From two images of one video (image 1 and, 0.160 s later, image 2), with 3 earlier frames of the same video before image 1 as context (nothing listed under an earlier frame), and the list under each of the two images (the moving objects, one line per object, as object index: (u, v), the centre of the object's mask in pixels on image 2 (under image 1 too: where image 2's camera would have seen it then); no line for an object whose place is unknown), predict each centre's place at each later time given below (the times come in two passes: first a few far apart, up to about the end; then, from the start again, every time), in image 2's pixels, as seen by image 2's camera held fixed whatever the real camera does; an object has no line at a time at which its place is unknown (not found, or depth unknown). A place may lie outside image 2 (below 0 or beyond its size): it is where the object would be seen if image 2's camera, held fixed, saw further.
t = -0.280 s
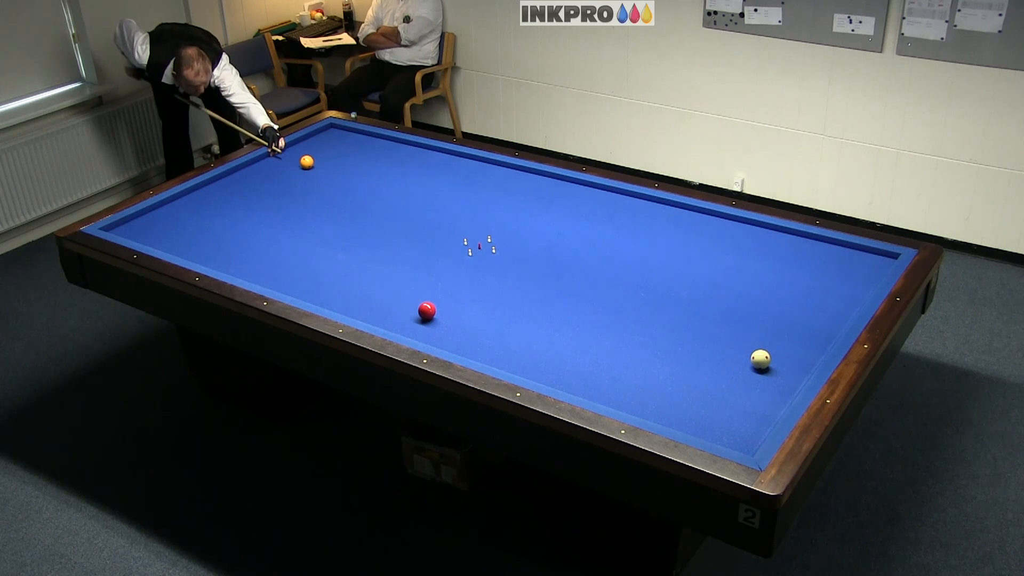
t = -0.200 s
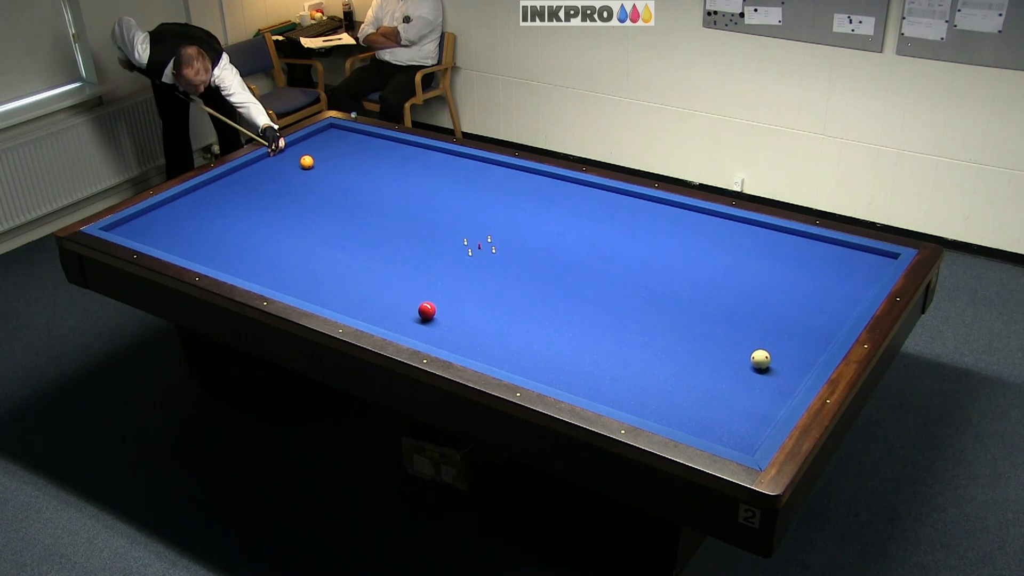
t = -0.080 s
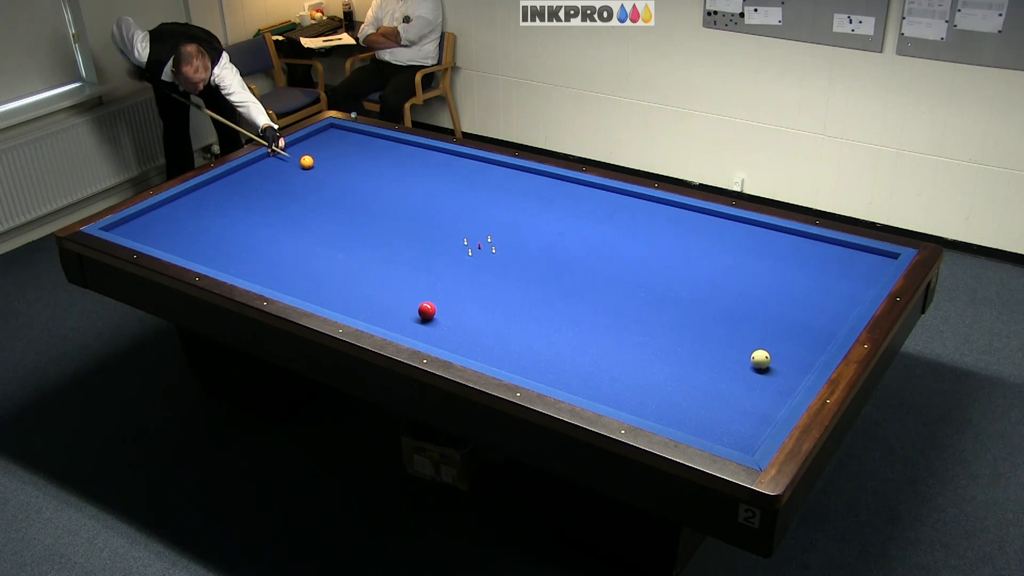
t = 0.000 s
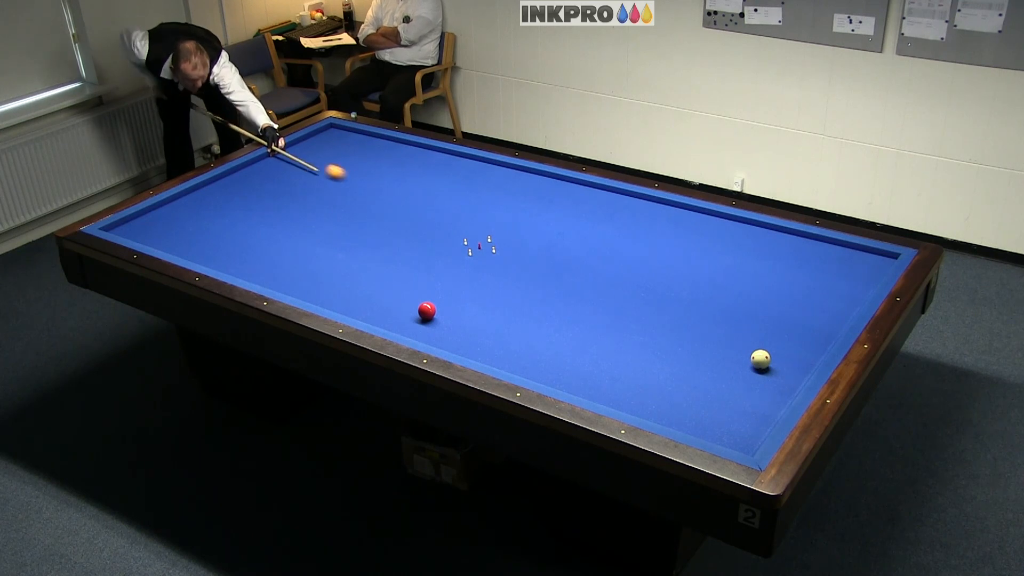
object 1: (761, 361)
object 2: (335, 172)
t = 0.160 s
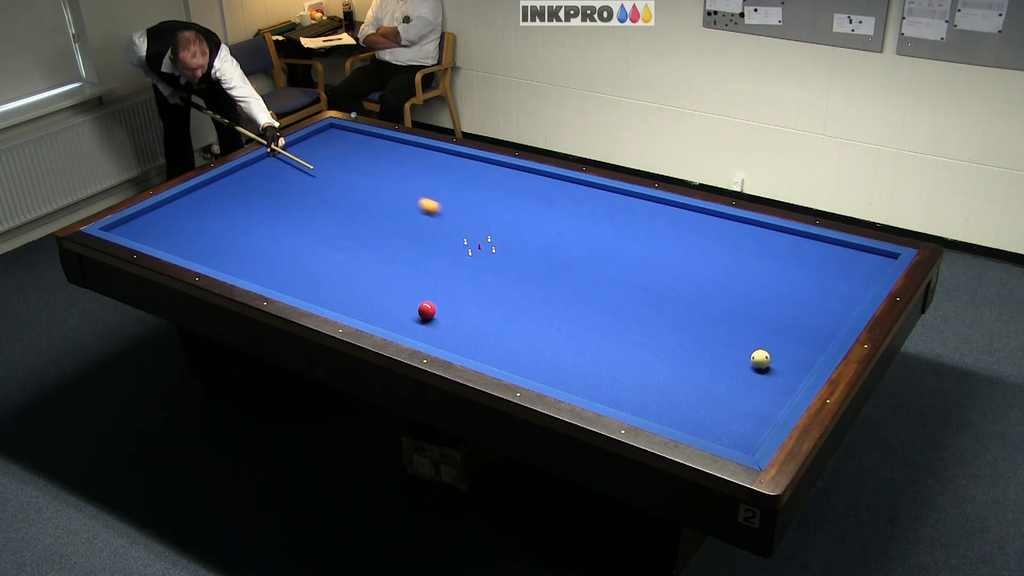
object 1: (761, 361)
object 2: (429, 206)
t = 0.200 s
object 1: (761, 361)
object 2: (454, 215)
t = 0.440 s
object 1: (761, 361)
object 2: (609, 273)
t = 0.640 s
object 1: (761, 361)
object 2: (741, 324)
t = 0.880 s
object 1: (734, 372)
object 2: (757, 343)
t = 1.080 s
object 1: (659, 407)
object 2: (712, 316)
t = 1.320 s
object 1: (646, 388)
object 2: (676, 296)
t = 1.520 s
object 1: (650, 364)
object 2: (649, 280)
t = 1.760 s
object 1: (653, 338)
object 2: (619, 263)
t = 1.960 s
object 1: (655, 318)
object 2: (595, 250)
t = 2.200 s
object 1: (657, 296)
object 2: (569, 236)
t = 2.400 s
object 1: (659, 279)
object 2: (548, 224)
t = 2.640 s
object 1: (661, 260)
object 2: (526, 211)
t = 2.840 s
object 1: (663, 246)
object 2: (508, 201)
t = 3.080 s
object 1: (664, 230)
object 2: (488, 190)
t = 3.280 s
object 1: (665, 217)
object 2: (472, 181)
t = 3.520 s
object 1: (667, 204)
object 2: (455, 171)
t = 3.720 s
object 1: (654, 207)
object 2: (441, 163)
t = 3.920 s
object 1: (643, 211)
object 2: (428, 156)
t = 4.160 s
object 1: (629, 215)
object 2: (413, 148)
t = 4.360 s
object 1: (618, 218)
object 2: (401, 142)
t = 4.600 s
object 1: (605, 221)
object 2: (382, 140)
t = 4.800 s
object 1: (595, 225)
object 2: (366, 138)
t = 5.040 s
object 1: (583, 228)
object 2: (349, 136)
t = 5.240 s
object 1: (573, 231)
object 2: (335, 134)
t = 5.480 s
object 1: (562, 234)
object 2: (319, 132)
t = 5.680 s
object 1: (553, 237)
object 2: (323, 133)
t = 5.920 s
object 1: (543, 240)
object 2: (330, 133)
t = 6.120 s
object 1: (535, 242)
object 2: (336, 134)
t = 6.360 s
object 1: (526, 245)
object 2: (343, 135)
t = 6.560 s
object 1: (518, 247)
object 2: (348, 135)
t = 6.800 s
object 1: (510, 250)
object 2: (353, 136)
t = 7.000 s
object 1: (504, 252)
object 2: (358, 137)
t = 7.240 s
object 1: (497, 254)
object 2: (362, 137)
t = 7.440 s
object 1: (491, 256)
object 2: (366, 137)
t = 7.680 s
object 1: (485, 258)
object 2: (370, 138)
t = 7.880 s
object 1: (481, 259)
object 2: (372, 138)
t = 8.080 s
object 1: (477, 260)
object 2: (375, 139)
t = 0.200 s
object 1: (761, 361)
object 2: (454, 215)
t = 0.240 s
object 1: (761, 361)
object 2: (479, 224)
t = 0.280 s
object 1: (760, 361)
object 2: (505, 234)
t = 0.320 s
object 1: (761, 361)
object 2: (530, 244)
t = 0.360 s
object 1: (761, 361)
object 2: (556, 253)
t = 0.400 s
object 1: (761, 361)
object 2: (582, 263)
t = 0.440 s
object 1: (761, 361)
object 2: (609, 273)
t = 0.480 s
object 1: (761, 361)
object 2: (635, 283)
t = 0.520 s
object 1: (761, 361)
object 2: (661, 293)
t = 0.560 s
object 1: (761, 361)
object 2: (688, 303)
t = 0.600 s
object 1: (761, 361)
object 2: (714, 313)
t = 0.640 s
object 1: (761, 361)
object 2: (741, 324)
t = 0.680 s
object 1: (760, 361)
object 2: (768, 334)
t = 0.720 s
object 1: (760, 361)
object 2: (796, 345)
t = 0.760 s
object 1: (761, 361)
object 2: (815, 354)
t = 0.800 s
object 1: (760, 361)
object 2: (788, 355)
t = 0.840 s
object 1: (750, 365)
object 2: (769, 350)
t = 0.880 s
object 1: (734, 372)
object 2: (757, 343)
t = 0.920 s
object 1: (718, 380)
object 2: (746, 336)
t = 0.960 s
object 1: (702, 387)
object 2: (737, 330)
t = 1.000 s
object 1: (687, 394)
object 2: (728, 325)
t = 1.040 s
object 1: (672, 400)
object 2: (720, 320)
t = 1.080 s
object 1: (659, 407)
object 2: (712, 316)
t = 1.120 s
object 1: (646, 410)
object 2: (705, 312)
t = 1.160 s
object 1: (640, 409)
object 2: (699, 309)
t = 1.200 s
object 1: (642, 405)
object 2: (693, 305)
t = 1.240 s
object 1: (644, 399)
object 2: (687, 302)
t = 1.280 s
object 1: (645, 393)
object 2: (681, 299)
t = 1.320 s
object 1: (646, 388)
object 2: (676, 296)
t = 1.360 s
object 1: (647, 383)
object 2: (670, 293)
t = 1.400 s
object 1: (648, 378)
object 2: (665, 290)
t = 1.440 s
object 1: (648, 373)
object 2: (659, 286)
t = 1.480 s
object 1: (649, 368)
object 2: (654, 283)
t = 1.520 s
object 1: (650, 364)
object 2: (649, 280)
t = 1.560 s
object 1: (650, 359)
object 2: (643, 277)
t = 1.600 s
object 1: (651, 354)
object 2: (638, 275)
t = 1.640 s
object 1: (651, 350)
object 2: (633, 272)
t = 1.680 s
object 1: (652, 346)
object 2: (628, 269)
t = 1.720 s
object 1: (652, 342)
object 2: (623, 266)
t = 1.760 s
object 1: (653, 338)
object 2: (619, 263)
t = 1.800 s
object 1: (653, 333)
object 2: (614, 261)
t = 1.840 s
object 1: (654, 330)
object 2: (609, 258)
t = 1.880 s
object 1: (654, 325)
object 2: (604, 255)
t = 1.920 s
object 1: (655, 322)
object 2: (600, 253)
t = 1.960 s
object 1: (655, 318)
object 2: (595, 250)
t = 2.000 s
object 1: (655, 314)
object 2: (591, 248)
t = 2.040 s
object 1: (656, 310)
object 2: (586, 245)
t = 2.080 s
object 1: (656, 306)
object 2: (582, 243)
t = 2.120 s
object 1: (656, 303)
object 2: (577, 240)
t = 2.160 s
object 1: (657, 299)
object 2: (573, 238)
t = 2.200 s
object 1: (657, 296)
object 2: (569, 236)
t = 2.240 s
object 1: (658, 292)
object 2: (565, 233)
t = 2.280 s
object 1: (658, 289)
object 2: (560, 231)
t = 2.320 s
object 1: (658, 286)
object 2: (557, 228)
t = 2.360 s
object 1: (659, 282)
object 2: (552, 226)
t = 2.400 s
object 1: (659, 279)
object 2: (548, 224)
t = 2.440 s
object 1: (659, 276)
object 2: (545, 222)
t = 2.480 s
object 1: (660, 273)
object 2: (541, 220)
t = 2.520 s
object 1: (660, 269)
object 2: (537, 217)
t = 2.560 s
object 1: (660, 266)
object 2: (533, 215)
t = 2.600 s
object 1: (661, 263)
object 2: (529, 213)
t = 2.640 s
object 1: (661, 260)
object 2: (526, 211)
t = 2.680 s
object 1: (662, 257)
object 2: (522, 209)
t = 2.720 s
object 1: (662, 254)
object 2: (518, 207)
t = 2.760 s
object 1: (662, 251)
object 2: (515, 205)
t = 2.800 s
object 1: (662, 249)
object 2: (511, 203)
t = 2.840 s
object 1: (663, 246)
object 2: (508, 201)
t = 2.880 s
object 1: (663, 243)
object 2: (504, 199)
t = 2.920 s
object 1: (663, 240)
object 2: (501, 197)
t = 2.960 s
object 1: (663, 238)
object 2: (498, 195)
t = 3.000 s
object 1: (664, 235)
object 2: (494, 193)
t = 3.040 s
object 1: (664, 232)
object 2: (491, 192)
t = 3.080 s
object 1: (664, 230)
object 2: (488, 190)
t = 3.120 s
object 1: (664, 227)
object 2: (485, 188)
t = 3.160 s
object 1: (665, 225)
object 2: (482, 186)
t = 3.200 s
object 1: (665, 222)
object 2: (478, 184)
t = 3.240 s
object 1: (665, 220)
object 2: (476, 183)
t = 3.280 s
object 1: (665, 217)
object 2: (472, 181)
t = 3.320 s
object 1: (666, 215)
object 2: (469, 179)
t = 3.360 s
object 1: (666, 213)
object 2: (466, 178)
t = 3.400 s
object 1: (666, 210)
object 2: (464, 176)
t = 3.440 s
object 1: (666, 208)
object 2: (460, 174)
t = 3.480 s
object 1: (666, 206)
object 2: (458, 173)
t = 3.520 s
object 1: (667, 204)
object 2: (455, 171)
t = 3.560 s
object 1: (664, 205)
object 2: (452, 169)
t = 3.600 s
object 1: (661, 206)
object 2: (449, 168)
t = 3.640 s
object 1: (659, 206)
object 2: (447, 166)
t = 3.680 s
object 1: (657, 207)
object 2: (444, 165)
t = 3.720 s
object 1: (654, 207)
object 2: (441, 163)
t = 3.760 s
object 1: (652, 208)
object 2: (438, 162)
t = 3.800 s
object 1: (650, 209)
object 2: (436, 160)
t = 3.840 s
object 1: (647, 210)
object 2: (433, 159)
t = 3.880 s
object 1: (645, 210)
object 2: (431, 157)
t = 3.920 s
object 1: (643, 211)
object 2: (428, 156)
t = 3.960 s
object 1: (640, 211)
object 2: (425, 154)
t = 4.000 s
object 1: (638, 212)
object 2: (423, 153)
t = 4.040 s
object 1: (636, 213)
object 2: (420, 152)
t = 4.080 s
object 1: (634, 213)
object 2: (418, 150)
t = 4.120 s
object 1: (631, 214)
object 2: (416, 149)
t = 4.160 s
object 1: (629, 215)
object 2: (413, 148)
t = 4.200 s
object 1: (627, 215)
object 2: (411, 146)
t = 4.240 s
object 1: (625, 216)
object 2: (409, 145)
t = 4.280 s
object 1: (622, 217)
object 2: (406, 144)
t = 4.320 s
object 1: (620, 217)
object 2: (404, 143)
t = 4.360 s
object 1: (618, 218)
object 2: (401, 142)
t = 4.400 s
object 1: (616, 219)
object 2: (397, 142)
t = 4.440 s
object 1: (614, 219)
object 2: (394, 141)
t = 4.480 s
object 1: (612, 220)
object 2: (391, 141)
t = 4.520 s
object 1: (610, 220)
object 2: (388, 141)
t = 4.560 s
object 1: (607, 221)
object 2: (385, 140)
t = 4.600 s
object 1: (605, 221)
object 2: (382, 140)
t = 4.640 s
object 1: (603, 222)
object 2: (378, 140)
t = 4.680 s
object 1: (601, 223)
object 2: (375, 139)
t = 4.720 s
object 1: (599, 223)
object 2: (372, 139)
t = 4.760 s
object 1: (597, 224)
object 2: (369, 139)
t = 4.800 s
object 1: (595, 225)
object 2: (366, 138)
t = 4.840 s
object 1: (593, 225)
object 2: (363, 138)
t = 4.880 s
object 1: (591, 226)
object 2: (360, 137)
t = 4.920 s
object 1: (589, 226)
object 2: (357, 137)
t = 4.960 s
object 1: (587, 227)
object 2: (354, 137)
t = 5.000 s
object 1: (585, 227)
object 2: (352, 137)
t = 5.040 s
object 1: (583, 228)
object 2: (349, 136)
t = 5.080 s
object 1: (581, 229)
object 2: (346, 136)
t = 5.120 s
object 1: (579, 229)
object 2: (343, 135)
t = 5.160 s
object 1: (577, 230)
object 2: (340, 135)
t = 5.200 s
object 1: (575, 230)
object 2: (337, 135)
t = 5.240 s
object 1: (573, 231)
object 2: (335, 134)
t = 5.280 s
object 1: (571, 232)
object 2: (332, 134)
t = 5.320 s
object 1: (569, 232)
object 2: (329, 134)
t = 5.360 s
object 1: (567, 233)
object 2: (326, 133)
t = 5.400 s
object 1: (566, 233)
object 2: (324, 133)
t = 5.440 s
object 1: (564, 234)
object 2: (321, 133)
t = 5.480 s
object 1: (562, 234)
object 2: (319, 132)
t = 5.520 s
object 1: (560, 235)
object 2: (317, 132)
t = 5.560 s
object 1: (558, 235)
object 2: (319, 132)
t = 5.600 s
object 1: (556, 236)
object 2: (320, 133)
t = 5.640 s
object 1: (555, 236)
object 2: (322, 133)
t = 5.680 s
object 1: (553, 237)
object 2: (323, 133)
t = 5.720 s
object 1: (551, 237)
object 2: (324, 133)
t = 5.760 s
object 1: (550, 238)
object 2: (326, 133)
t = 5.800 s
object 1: (548, 238)
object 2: (327, 133)
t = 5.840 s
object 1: (546, 239)
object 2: (328, 133)
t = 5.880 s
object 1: (545, 239)
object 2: (329, 133)
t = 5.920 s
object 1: (543, 240)
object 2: (330, 133)
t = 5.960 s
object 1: (541, 240)
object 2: (331, 133)
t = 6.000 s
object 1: (540, 241)
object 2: (333, 134)
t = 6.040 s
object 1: (538, 241)
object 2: (334, 134)
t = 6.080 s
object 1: (536, 242)
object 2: (335, 134)
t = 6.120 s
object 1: (535, 242)
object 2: (336, 134)
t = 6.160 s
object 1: (533, 243)
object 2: (337, 134)
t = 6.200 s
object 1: (532, 243)
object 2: (338, 134)
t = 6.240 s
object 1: (530, 244)
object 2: (339, 134)
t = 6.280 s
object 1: (529, 244)
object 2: (340, 134)
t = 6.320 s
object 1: (527, 245)
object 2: (342, 135)
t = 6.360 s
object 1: (526, 245)
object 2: (343, 135)
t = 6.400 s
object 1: (524, 245)
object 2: (344, 135)
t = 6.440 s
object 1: (523, 246)
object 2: (345, 135)
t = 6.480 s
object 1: (521, 246)
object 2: (346, 135)
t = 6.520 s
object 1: (520, 247)
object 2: (347, 135)
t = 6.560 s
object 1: (518, 247)
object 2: (348, 135)
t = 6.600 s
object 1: (517, 248)
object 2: (349, 135)
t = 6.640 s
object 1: (516, 248)
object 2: (350, 135)
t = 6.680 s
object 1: (514, 248)
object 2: (351, 135)
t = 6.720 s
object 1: (513, 249)
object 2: (351, 136)
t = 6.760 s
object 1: (512, 249)
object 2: (352, 136)
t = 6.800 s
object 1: (510, 250)
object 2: (353, 136)
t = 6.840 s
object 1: (509, 250)
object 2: (354, 136)
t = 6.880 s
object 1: (508, 251)
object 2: (355, 136)
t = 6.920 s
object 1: (506, 251)
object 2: (356, 136)
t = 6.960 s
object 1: (505, 251)
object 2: (357, 136)
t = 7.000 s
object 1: (504, 252)
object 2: (358, 137)
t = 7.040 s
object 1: (503, 252)
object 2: (358, 137)
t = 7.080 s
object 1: (502, 252)
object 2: (359, 137)
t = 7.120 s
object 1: (501, 253)
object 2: (360, 137)
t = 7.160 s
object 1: (499, 253)
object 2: (361, 137)
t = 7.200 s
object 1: (498, 254)
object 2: (362, 137)
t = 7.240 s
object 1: (497, 254)
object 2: (362, 137)
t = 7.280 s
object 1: (496, 254)
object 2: (363, 137)
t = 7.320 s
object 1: (494, 255)
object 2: (364, 137)
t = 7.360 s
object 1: (494, 255)
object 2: (365, 137)
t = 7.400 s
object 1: (492, 255)
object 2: (365, 137)
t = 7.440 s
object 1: (491, 256)
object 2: (366, 137)
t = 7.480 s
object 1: (490, 256)
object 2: (367, 137)
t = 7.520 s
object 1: (489, 256)
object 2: (367, 138)
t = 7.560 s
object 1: (488, 257)
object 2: (368, 138)
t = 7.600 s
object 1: (487, 257)
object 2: (368, 138)
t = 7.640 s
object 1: (486, 257)
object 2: (369, 138)
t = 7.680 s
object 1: (485, 258)
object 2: (370, 138)
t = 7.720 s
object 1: (484, 258)
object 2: (370, 138)
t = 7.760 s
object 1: (483, 258)
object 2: (371, 138)
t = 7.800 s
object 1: (483, 258)
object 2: (372, 138)
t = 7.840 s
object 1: (482, 259)
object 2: (372, 138)
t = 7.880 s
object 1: (481, 259)
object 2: (372, 138)
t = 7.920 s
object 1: (480, 259)
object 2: (373, 138)
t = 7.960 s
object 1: (479, 260)
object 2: (374, 139)
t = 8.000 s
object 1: (479, 260)
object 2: (374, 139)
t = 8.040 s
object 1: (478, 260)
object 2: (375, 139)
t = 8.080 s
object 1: (477, 260)
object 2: (375, 139)
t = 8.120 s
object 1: (476, 261)
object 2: (375, 139)
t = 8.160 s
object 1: (476, 261)
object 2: (376, 139)
